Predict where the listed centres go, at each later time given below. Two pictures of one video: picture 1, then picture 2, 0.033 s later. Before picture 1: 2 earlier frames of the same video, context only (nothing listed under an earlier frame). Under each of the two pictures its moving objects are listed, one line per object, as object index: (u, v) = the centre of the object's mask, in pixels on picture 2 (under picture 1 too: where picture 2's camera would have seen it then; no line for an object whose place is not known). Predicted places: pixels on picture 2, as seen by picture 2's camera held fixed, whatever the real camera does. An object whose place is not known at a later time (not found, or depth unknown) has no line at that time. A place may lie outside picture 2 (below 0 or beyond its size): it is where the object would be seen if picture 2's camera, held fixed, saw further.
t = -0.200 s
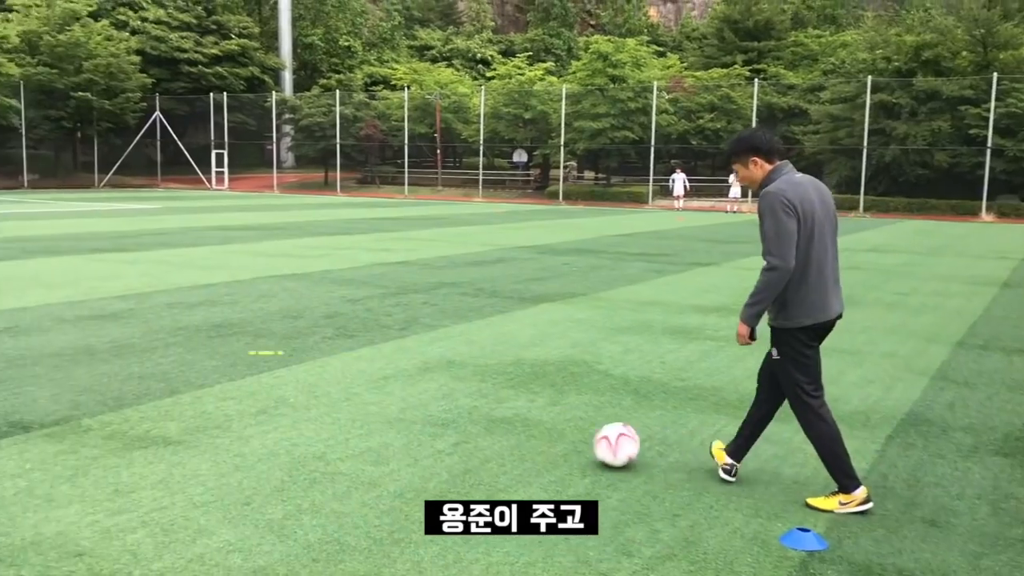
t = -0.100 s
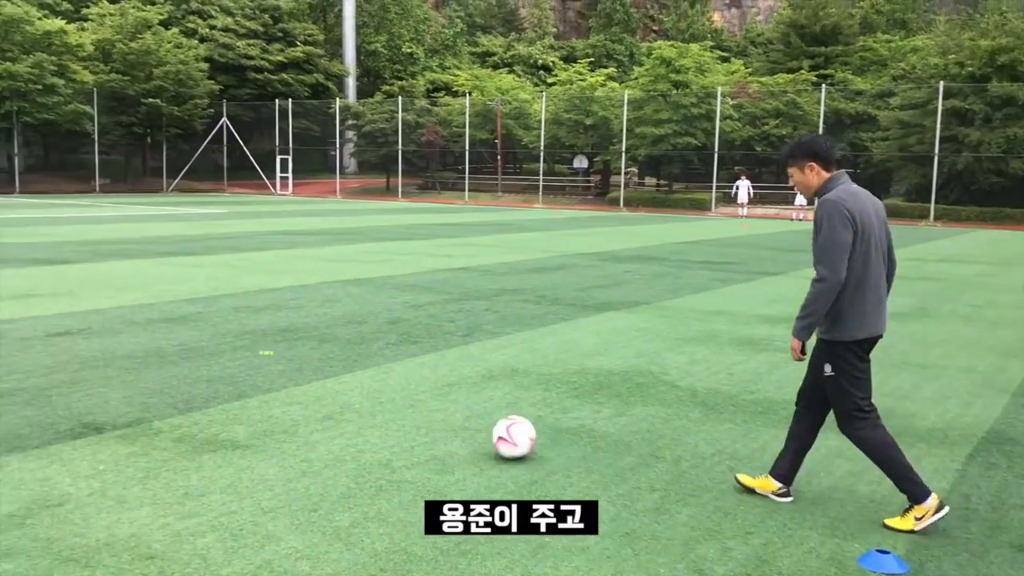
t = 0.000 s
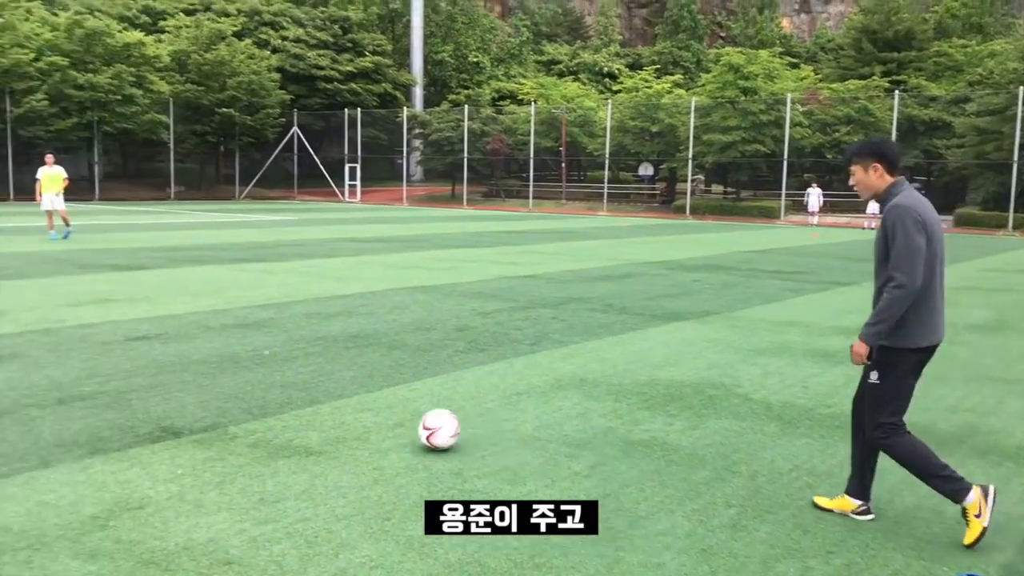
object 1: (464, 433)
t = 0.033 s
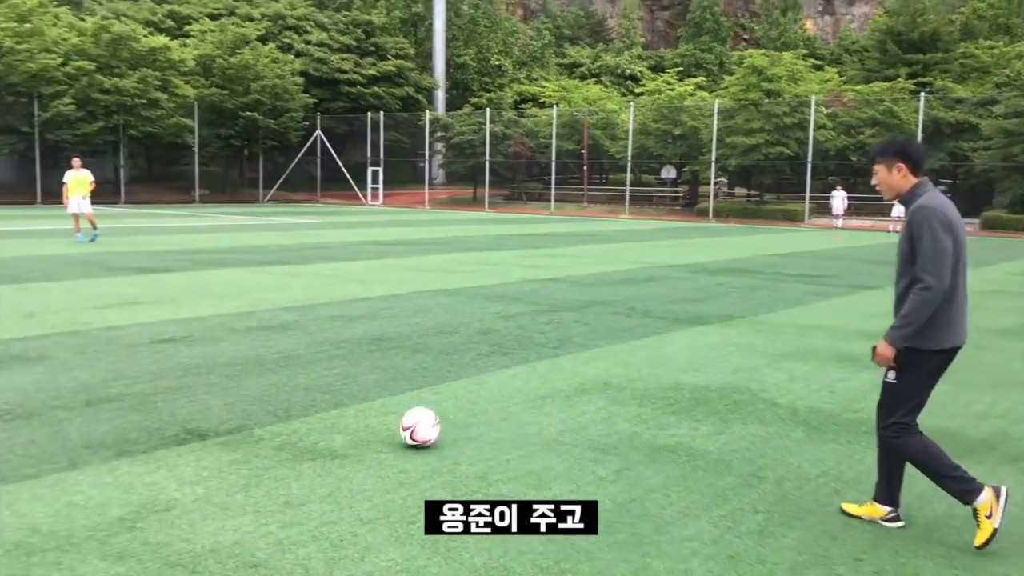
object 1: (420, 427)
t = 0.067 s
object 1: (379, 420)
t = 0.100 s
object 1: (340, 416)
